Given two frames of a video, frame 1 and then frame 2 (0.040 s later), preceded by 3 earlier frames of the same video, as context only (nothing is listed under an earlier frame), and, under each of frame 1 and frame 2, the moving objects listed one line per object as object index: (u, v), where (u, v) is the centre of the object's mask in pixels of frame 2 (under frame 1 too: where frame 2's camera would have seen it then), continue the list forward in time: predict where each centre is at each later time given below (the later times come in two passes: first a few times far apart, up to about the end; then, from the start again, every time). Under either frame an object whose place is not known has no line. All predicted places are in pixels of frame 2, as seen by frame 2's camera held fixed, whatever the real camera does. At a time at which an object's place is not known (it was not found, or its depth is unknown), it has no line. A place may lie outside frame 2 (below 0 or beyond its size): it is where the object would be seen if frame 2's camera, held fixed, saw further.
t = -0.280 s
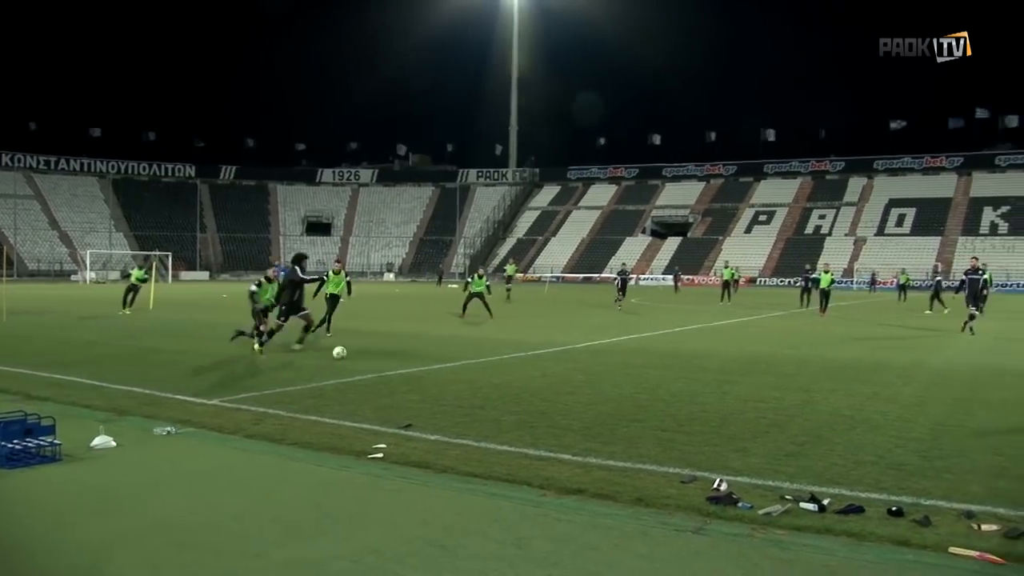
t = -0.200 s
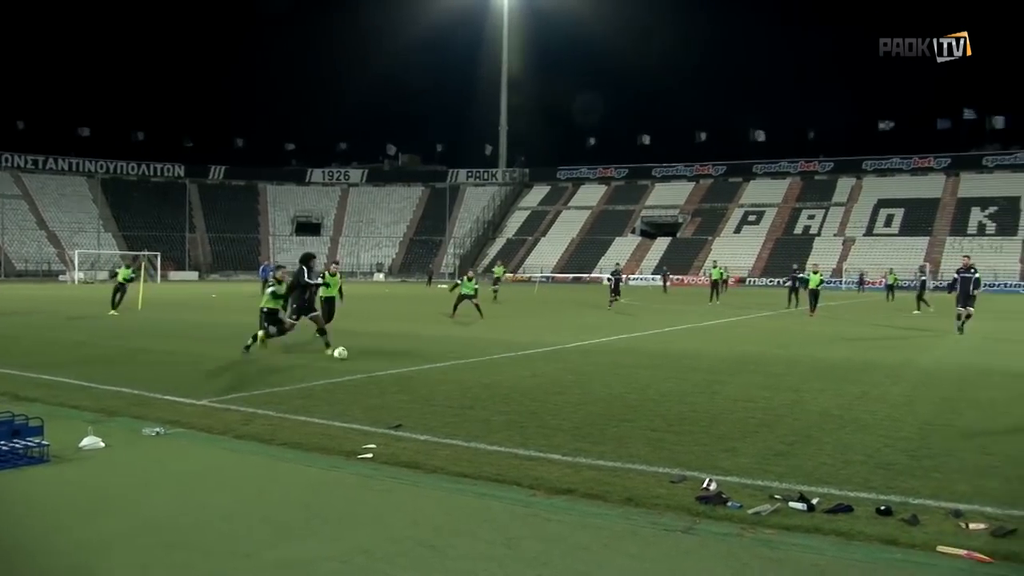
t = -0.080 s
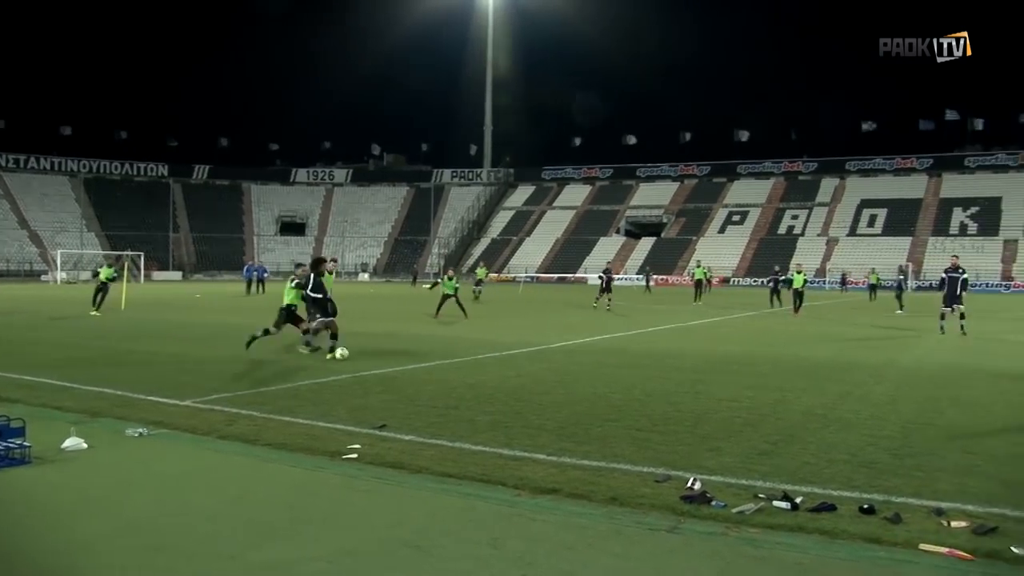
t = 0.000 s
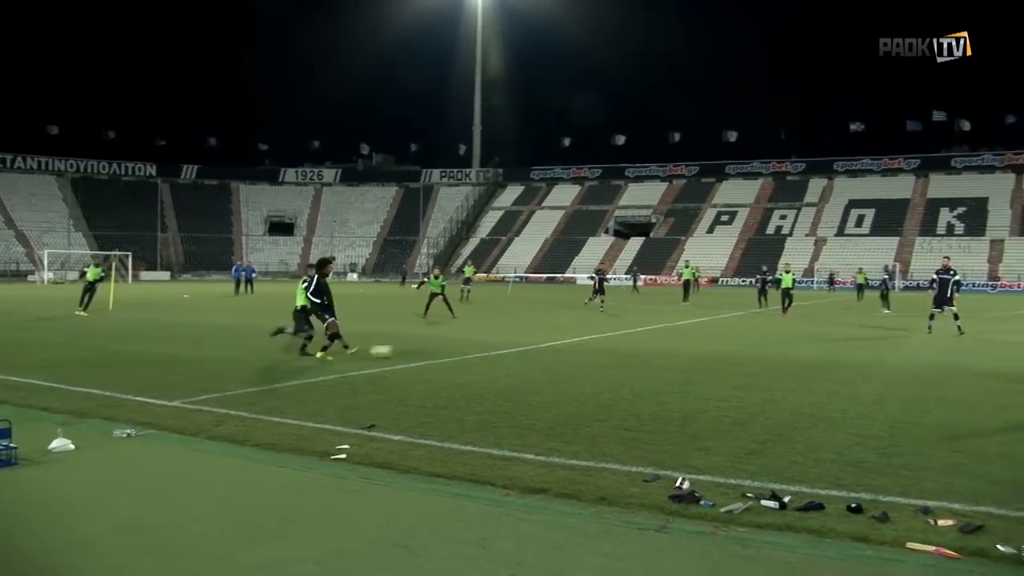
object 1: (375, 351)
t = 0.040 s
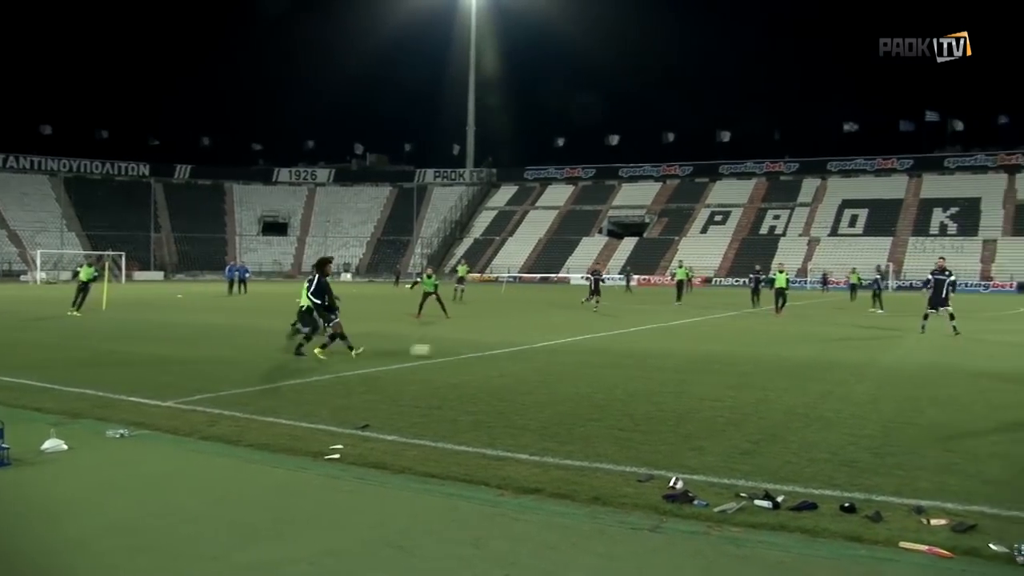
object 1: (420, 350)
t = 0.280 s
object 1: (642, 344)
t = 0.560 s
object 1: (815, 338)
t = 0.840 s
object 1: (917, 333)
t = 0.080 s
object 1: (464, 350)
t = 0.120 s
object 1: (503, 347)
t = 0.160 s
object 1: (540, 346)
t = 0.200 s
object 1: (576, 345)
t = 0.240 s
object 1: (610, 346)
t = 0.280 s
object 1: (642, 344)
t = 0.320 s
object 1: (671, 343)
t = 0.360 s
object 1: (699, 342)
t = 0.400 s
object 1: (726, 342)
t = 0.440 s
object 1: (749, 340)
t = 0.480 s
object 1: (773, 338)
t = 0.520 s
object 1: (794, 338)
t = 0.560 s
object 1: (815, 338)
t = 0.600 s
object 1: (834, 337)
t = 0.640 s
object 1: (851, 334)
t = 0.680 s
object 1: (868, 332)
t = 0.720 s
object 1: (883, 331)
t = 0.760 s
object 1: (896, 331)
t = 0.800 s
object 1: (907, 332)
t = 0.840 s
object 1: (917, 333)
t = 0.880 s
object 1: (926, 330)
